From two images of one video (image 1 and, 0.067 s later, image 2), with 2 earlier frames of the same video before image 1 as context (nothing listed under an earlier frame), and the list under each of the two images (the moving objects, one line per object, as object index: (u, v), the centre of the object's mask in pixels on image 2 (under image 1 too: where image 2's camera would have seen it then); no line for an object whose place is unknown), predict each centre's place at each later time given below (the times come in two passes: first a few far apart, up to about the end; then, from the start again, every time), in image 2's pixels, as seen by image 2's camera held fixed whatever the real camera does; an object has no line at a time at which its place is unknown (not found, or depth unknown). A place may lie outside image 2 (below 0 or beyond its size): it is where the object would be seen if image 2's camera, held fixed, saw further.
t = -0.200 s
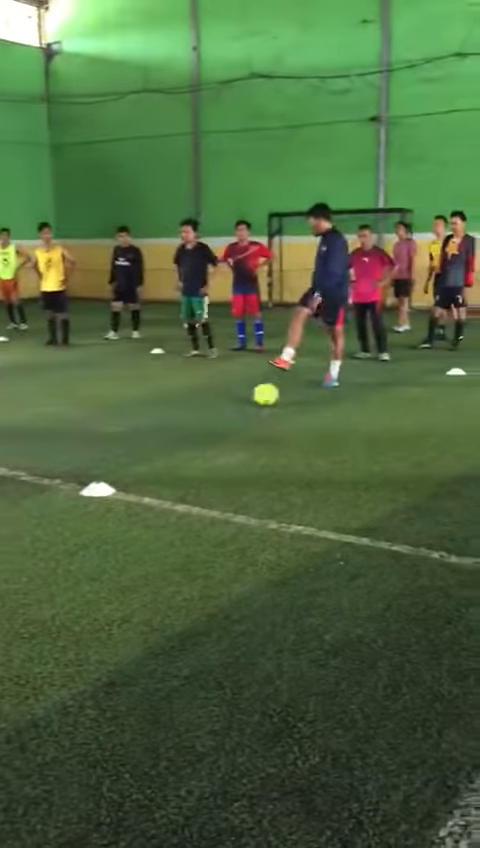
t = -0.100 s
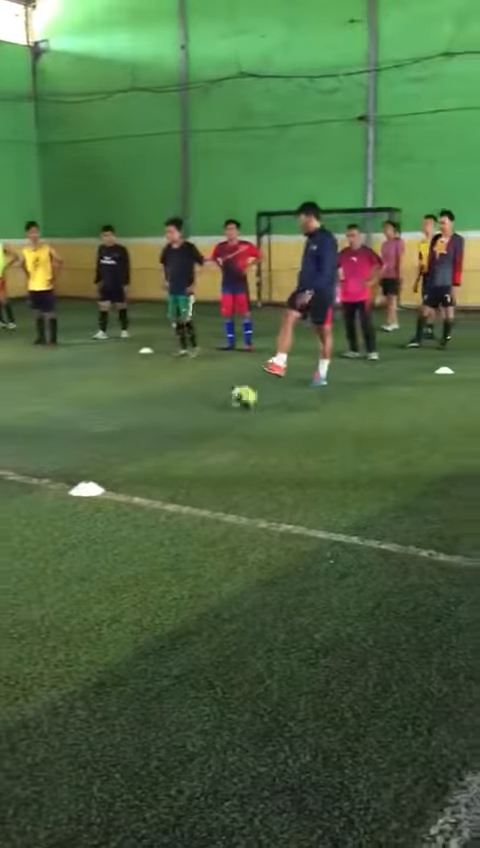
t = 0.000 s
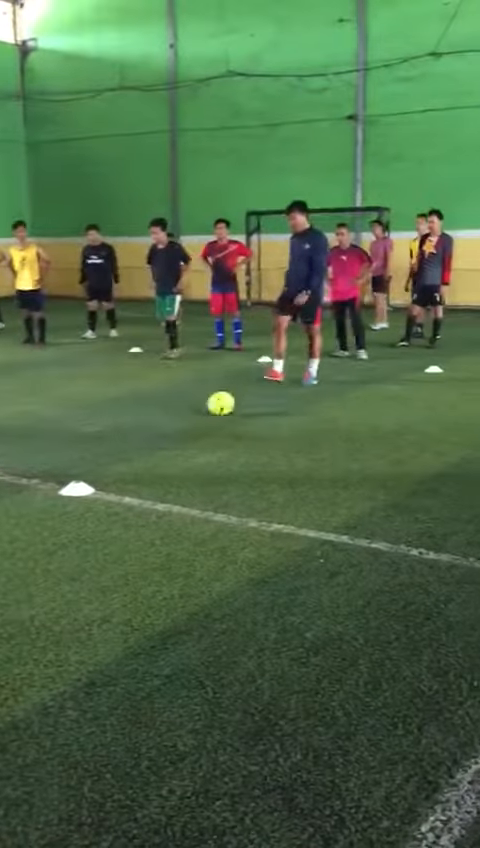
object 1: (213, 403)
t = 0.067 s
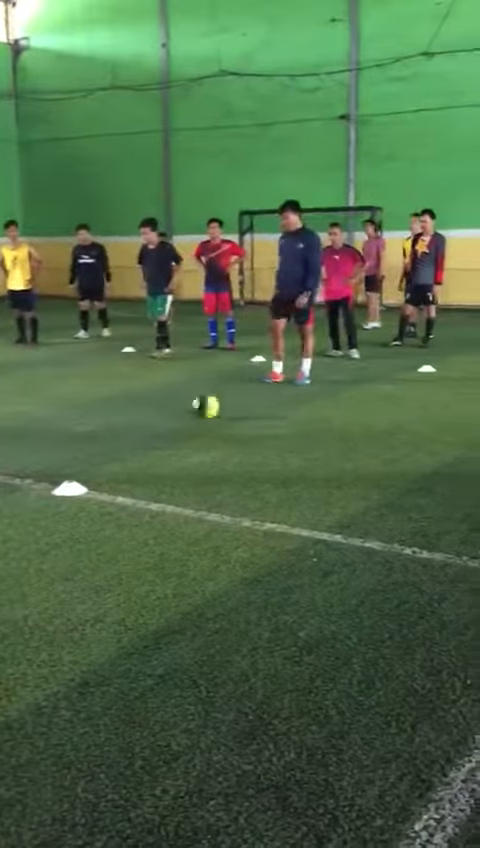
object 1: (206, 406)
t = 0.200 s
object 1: (188, 414)
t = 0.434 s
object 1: (155, 429)
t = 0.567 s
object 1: (133, 439)
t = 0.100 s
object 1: (201, 407)
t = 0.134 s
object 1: (197, 409)
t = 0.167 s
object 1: (192, 410)
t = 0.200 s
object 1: (188, 414)
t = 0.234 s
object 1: (185, 417)
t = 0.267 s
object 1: (179, 418)
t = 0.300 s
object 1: (175, 421)
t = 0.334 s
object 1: (170, 421)
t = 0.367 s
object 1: (164, 425)
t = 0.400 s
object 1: (159, 426)
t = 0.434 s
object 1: (155, 429)
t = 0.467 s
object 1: (150, 434)
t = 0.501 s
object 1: (144, 433)
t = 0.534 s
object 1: (139, 437)
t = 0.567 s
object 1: (133, 439)
